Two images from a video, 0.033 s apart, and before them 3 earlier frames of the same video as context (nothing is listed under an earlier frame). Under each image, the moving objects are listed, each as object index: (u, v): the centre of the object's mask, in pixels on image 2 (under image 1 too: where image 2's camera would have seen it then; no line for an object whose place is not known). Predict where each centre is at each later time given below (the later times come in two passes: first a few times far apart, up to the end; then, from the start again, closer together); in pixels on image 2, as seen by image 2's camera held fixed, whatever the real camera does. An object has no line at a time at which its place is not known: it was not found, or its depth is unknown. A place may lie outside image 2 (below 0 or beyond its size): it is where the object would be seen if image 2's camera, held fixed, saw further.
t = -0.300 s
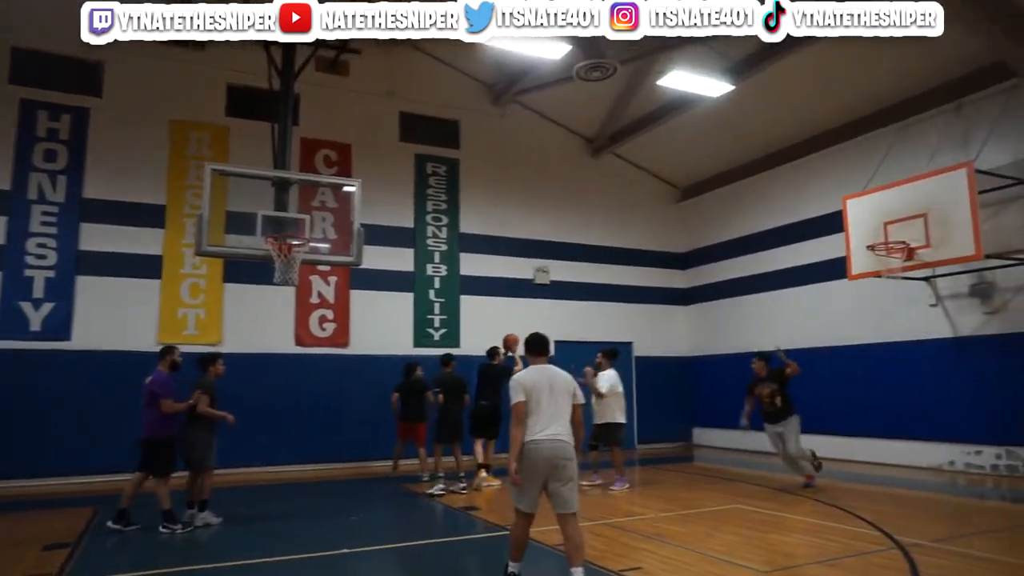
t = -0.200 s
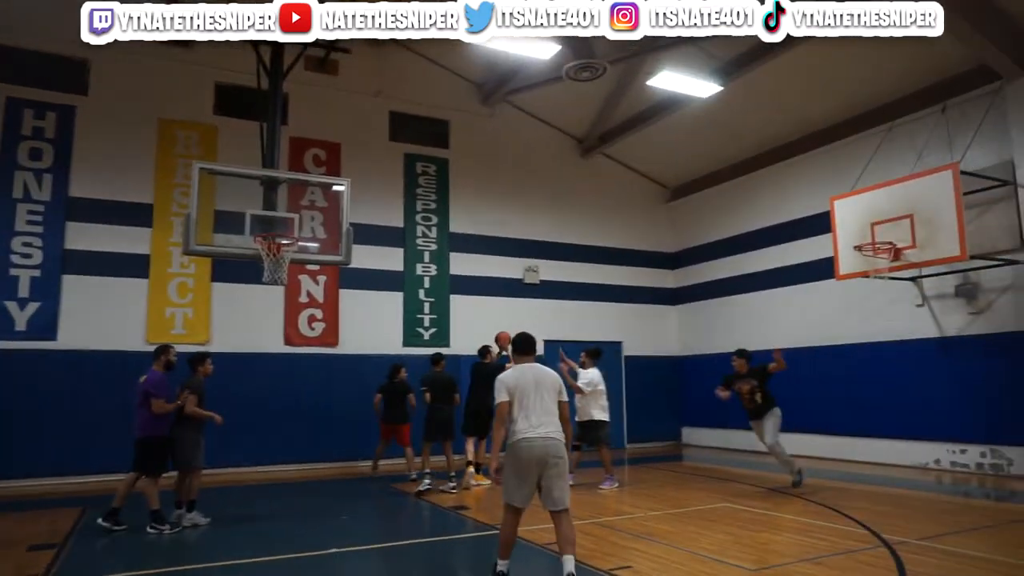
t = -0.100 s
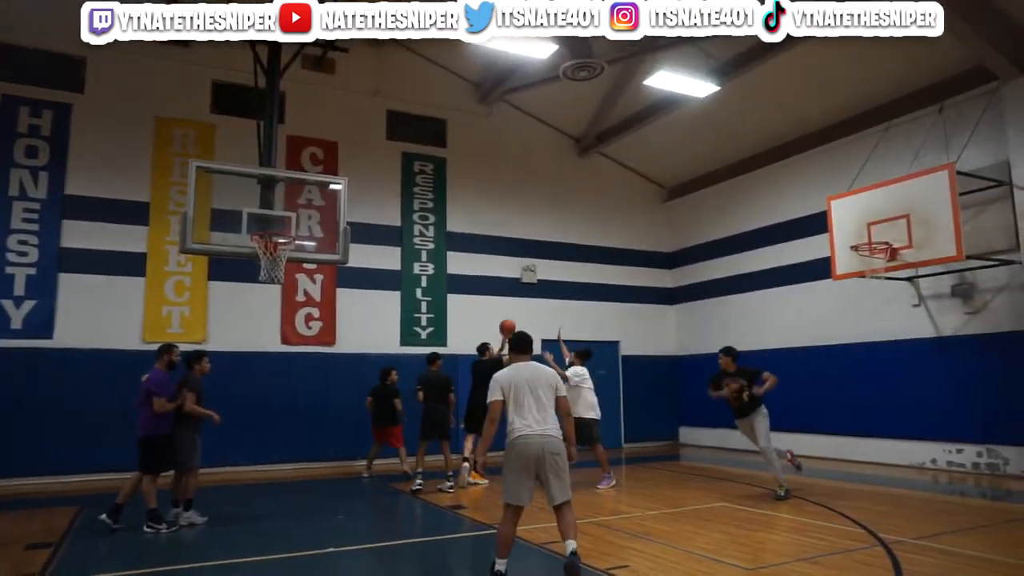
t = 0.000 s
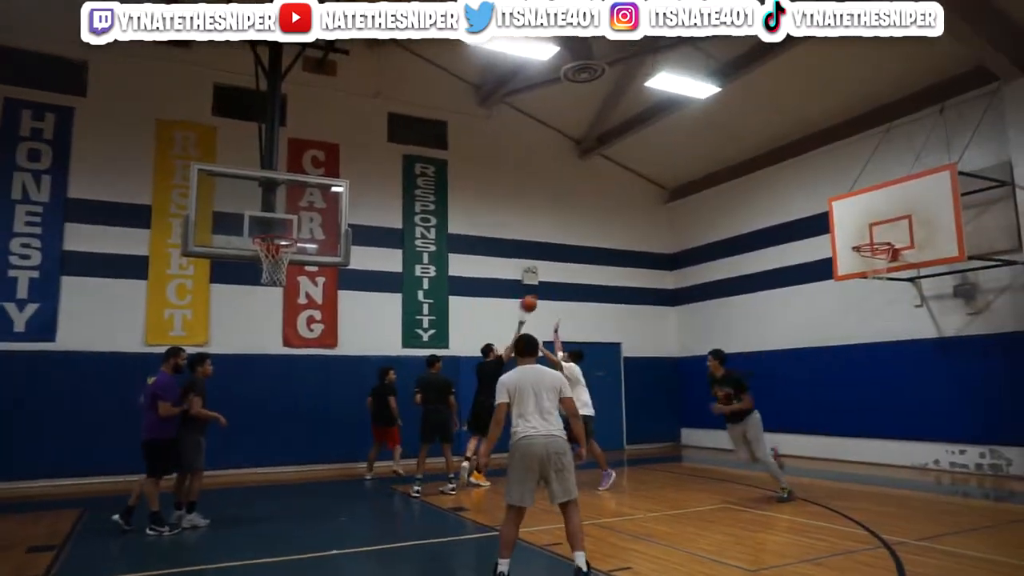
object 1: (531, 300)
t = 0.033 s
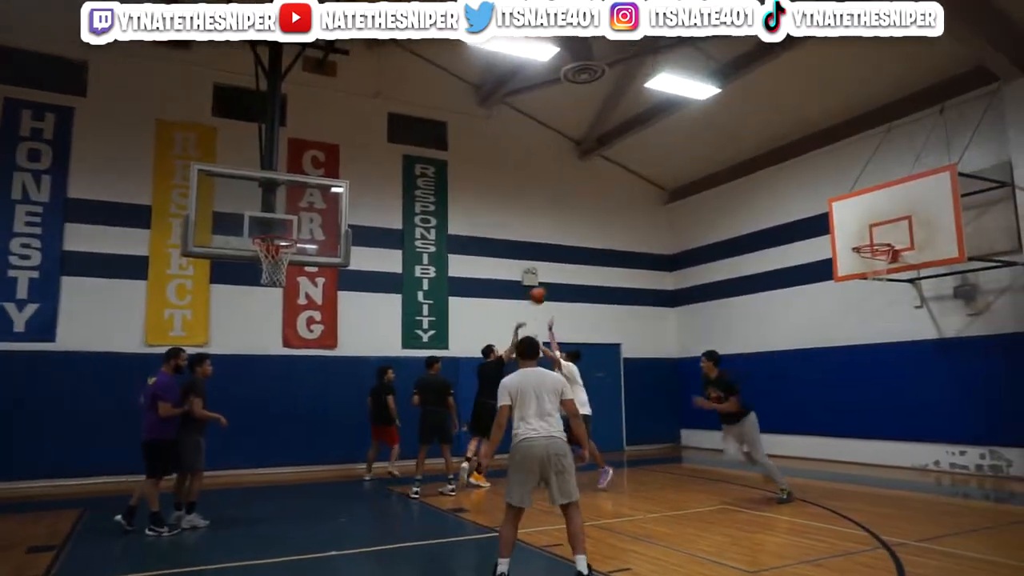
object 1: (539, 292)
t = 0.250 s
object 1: (610, 241)
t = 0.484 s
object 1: (700, 225)
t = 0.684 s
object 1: (792, 244)
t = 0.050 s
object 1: (545, 285)
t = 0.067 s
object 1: (549, 280)
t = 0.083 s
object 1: (554, 276)
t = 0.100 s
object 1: (559, 274)
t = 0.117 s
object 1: (564, 270)
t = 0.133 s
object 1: (570, 266)
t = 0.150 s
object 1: (576, 261)
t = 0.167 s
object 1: (581, 256)
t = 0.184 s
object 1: (586, 254)
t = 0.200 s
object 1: (592, 251)
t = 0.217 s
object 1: (597, 247)
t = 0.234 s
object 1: (602, 246)
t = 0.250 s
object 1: (610, 241)
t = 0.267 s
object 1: (614, 240)
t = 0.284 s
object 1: (622, 234)
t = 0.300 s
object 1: (628, 230)
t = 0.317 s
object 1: (635, 230)
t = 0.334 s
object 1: (641, 230)
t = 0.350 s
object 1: (646, 227)
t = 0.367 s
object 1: (651, 227)
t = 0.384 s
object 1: (658, 226)
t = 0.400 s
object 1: (665, 225)
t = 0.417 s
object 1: (671, 225)
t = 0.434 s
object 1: (678, 225)
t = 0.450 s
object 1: (683, 224)
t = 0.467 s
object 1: (690, 224)
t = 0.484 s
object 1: (700, 225)
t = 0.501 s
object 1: (705, 225)
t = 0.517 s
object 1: (712, 224)
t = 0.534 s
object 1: (721, 227)
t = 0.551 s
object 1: (728, 226)
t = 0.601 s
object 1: (750, 228)
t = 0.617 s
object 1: (756, 233)
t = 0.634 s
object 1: (767, 235)
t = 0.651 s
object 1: (776, 238)
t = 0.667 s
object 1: (784, 241)
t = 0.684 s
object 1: (792, 244)
